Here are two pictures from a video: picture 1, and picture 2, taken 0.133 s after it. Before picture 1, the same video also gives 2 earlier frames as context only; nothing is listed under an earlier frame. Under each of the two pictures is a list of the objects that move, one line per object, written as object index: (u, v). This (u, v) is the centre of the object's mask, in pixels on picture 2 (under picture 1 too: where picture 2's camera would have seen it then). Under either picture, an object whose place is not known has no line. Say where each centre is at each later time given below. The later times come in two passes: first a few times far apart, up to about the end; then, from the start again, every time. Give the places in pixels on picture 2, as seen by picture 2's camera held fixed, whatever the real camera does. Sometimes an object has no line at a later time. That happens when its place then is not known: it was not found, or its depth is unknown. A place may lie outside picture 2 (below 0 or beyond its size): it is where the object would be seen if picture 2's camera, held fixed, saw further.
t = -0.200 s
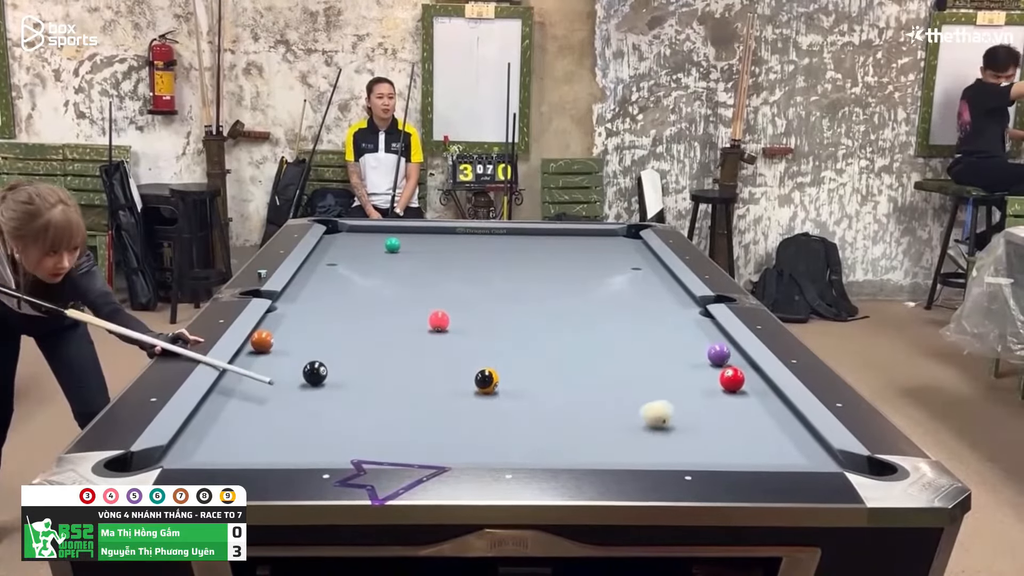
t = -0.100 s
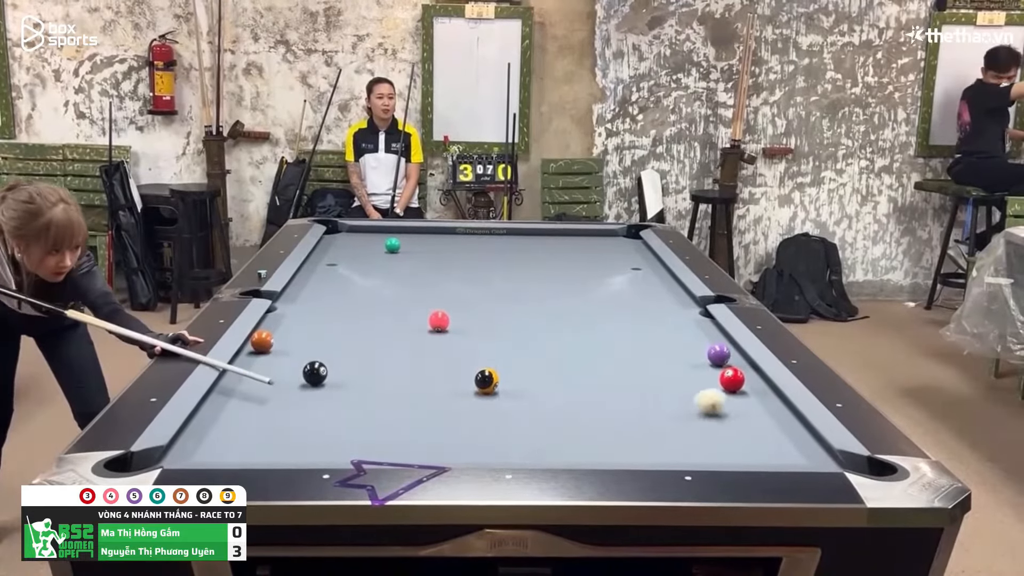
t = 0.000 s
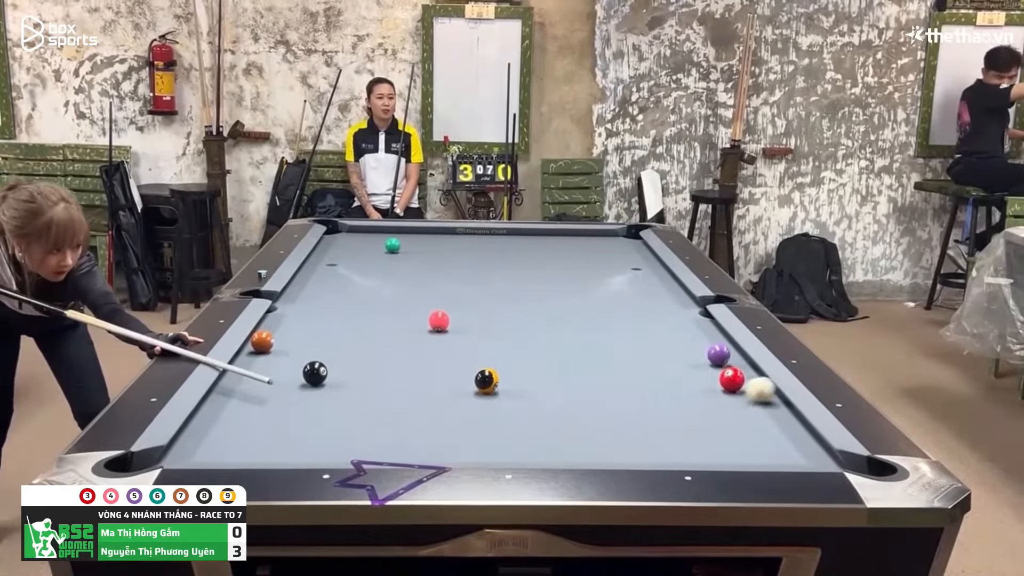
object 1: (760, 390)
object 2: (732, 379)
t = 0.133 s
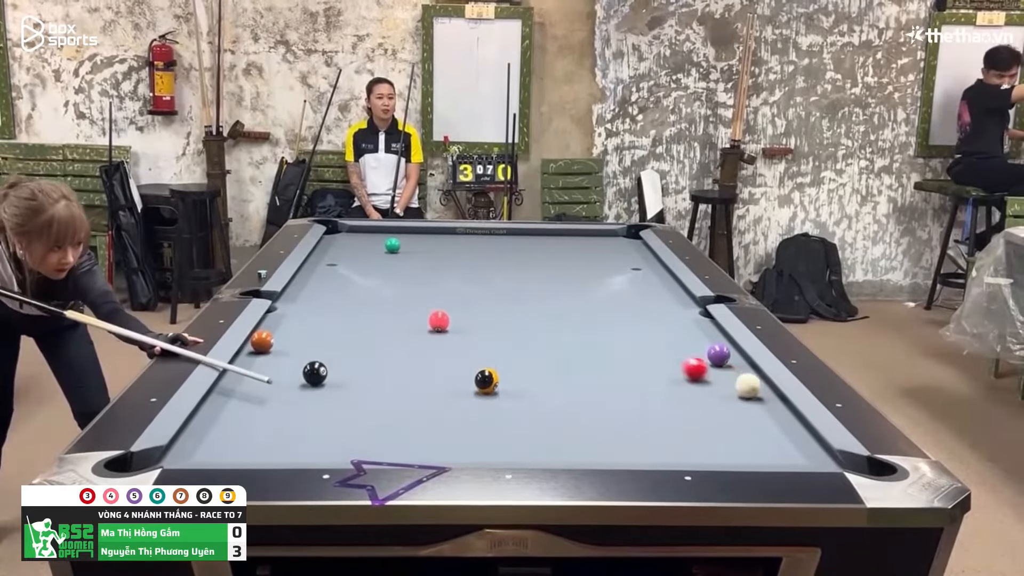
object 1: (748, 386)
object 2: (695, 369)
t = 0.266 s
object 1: (739, 384)
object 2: (656, 357)
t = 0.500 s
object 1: (724, 381)
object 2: (599, 341)
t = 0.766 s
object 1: (710, 378)
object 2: (542, 325)
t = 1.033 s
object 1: (698, 375)
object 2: (492, 310)
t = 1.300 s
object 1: (688, 373)
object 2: (449, 298)
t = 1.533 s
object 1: (681, 372)
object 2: (414, 287)
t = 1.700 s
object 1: (677, 371)
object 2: (391, 281)
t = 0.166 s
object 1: (745, 386)
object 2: (684, 366)
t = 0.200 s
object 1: (743, 385)
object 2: (674, 363)
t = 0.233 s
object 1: (741, 385)
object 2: (664, 360)
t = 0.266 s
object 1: (739, 384)
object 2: (656, 357)
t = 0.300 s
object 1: (737, 384)
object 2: (647, 355)
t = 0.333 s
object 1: (734, 384)
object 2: (638, 353)
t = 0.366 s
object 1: (732, 383)
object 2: (630, 350)
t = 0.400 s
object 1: (730, 382)
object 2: (622, 348)
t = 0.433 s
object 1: (728, 382)
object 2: (614, 346)
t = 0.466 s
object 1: (726, 382)
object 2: (606, 343)
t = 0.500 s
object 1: (724, 381)
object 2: (599, 341)
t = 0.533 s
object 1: (722, 381)
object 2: (591, 339)
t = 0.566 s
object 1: (721, 380)
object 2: (584, 337)
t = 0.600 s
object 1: (719, 380)
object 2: (577, 335)
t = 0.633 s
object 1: (717, 380)
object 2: (569, 333)
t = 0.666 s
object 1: (715, 379)
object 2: (562, 331)
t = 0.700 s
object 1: (713, 379)
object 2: (556, 328)
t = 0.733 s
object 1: (712, 379)
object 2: (549, 327)
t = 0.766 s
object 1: (710, 378)
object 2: (542, 325)
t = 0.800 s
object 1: (708, 378)
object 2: (536, 323)
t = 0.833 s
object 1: (707, 378)
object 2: (529, 321)
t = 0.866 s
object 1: (705, 377)
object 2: (523, 319)
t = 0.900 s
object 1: (704, 377)
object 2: (516, 318)
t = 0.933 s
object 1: (702, 377)
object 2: (510, 316)
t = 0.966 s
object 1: (701, 376)
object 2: (504, 314)
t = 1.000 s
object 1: (700, 376)
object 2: (498, 312)
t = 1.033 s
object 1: (698, 375)
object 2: (492, 310)
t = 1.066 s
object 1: (696, 375)
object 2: (487, 309)
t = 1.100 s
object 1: (695, 375)
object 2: (481, 307)
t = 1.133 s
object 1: (694, 375)
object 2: (475, 305)
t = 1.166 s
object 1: (693, 374)
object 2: (470, 304)
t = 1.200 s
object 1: (692, 374)
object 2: (464, 302)
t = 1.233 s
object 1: (690, 374)
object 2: (459, 301)
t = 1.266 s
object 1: (689, 374)
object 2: (454, 299)
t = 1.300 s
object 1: (688, 373)
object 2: (449, 298)
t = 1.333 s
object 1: (687, 373)
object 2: (443, 296)
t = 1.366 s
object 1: (686, 373)
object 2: (438, 294)
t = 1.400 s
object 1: (685, 373)
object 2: (433, 293)
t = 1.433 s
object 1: (684, 372)
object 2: (428, 292)
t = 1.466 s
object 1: (683, 372)
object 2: (423, 290)
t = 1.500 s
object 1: (682, 372)
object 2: (419, 289)
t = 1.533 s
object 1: (681, 372)
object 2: (414, 287)
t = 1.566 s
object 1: (680, 372)
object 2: (409, 286)
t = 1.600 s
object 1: (679, 372)
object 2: (405, 285)
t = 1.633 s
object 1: (679, 371)
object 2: (400, 283)
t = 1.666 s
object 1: (678, 371)
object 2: (396, 282)
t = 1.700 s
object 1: (677, 371)
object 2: (391, 281)
